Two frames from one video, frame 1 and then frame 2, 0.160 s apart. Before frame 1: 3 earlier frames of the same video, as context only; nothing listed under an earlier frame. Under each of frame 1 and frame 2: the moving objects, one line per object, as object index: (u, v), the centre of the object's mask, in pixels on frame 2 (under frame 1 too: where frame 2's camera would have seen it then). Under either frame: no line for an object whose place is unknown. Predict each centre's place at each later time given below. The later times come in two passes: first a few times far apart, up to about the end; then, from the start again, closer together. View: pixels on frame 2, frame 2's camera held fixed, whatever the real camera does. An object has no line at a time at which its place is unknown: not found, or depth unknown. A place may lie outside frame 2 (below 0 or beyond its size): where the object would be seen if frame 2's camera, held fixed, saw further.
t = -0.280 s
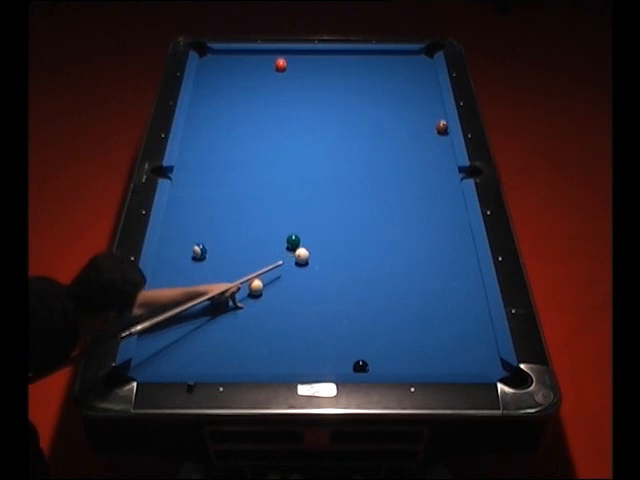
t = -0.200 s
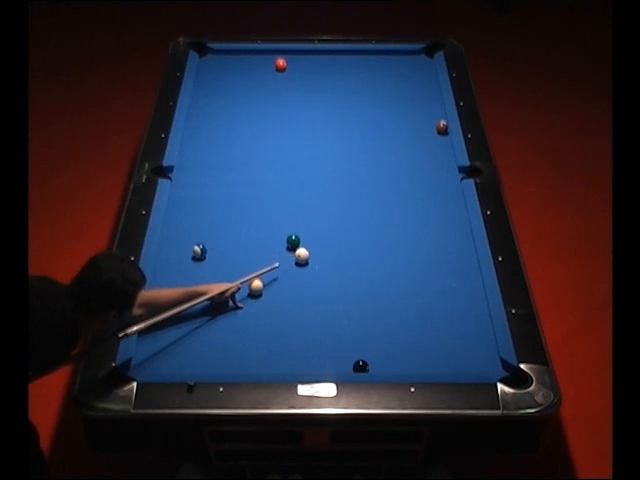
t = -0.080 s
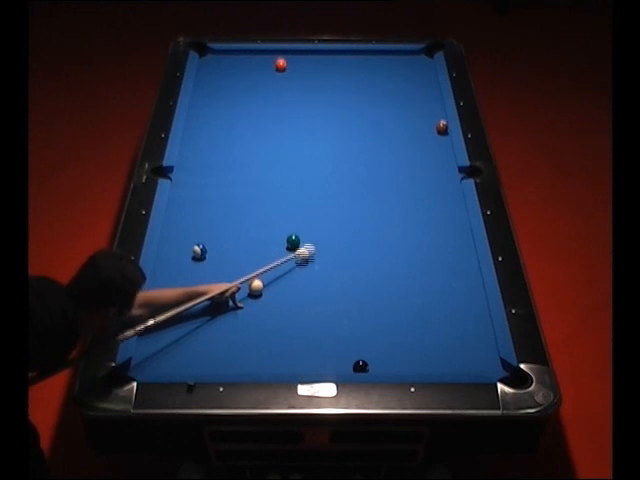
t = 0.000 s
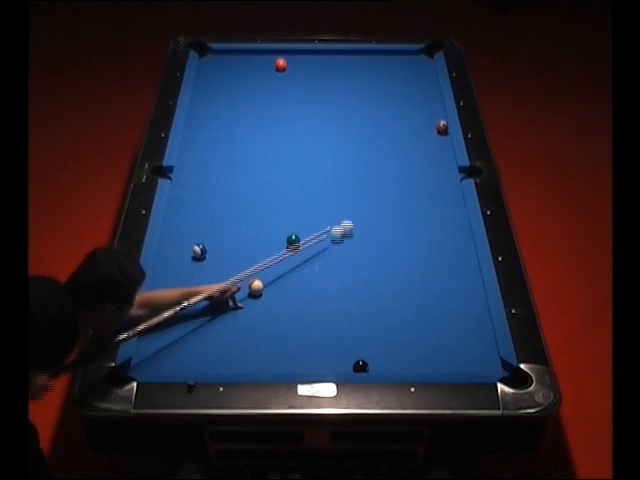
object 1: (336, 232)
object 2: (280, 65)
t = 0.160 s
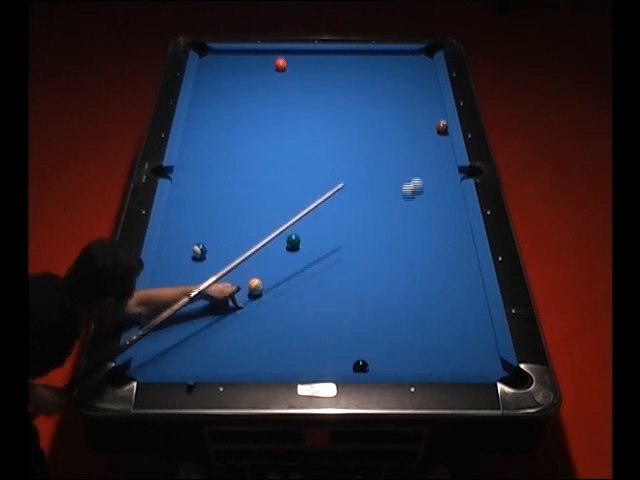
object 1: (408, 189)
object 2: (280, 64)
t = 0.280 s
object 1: (440, 157)
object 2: (280, 64)
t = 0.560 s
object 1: (356, 114)
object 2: (280, 65)
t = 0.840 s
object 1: (304, 78)
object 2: (280, 65)
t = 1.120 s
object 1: (294, 58)
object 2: (247, 54)
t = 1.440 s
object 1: (286, 57)
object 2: (213, 59)
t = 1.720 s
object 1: (275, 64)
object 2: (210, 67)
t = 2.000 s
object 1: (263, 71)
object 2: (224, 74)
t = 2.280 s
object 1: (254, 78)
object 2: (237, 80)
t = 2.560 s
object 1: (255, 80)
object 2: (239, 87)
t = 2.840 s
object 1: (258, 85)
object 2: (237, 95)
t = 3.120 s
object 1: (260, 88)
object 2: (236, 104)
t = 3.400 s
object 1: (262, 91)
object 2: (235, 112)
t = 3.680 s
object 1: (264, 94)
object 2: (234, 119)
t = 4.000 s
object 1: (265, 96)
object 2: (232, 127)
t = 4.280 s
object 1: (265, 97)
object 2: (230, 133)
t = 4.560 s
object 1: (265, 97)
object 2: (228, 138)
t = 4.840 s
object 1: (265, 97)
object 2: (226, 143)
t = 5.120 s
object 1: (265, 97)
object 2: (224, 147)
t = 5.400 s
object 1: (265, 97)
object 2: (222, 150)
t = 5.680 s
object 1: (265, 97)
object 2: (220, 152)
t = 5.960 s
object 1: (265, 97)
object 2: (219, 154)
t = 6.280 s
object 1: (265, 97)
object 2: (218, 155)
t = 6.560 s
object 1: (265, 97)
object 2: (218, 155)
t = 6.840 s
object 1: (265, 97)
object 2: (218, 155)
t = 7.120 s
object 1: (265, 97)
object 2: (218, 155)
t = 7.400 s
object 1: (265, 97)
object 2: (218, 155)
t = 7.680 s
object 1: (265, 97)
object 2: (218, 155)
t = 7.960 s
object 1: (265, 97)
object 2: (218, 155)
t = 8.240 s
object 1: (265, 97)
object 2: (218, 155)
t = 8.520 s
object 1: (265, 97)
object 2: (218, 155)
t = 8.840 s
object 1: (265, 97)
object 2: (218, 155)
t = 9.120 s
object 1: (265, 96)
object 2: (218, 155)
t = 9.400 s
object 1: (265, 96)
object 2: (218, 155)
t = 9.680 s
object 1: (265, 96)
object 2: (218, 155)
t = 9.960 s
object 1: (265, 96)
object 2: (218, 155)
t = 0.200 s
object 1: (424, 179)
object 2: (280, 64)
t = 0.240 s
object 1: (440, 169)
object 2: (280, 64)
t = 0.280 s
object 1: (440, 157)
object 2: (280, 64)
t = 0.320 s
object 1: (425, 151)
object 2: (280, 65)
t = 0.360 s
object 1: (411, 145)
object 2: (280, 64)
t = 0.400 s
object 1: (398, 139)
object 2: (280, 65)
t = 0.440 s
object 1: (387, 132)
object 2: (280, 65)
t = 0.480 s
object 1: (376, 127)
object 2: (280, 65)
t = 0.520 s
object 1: (366, 120)
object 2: (280, 65)
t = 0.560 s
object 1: (356, 114)
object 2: (280, 65)
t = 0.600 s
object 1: (348, 109)
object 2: (280, 65)
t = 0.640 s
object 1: (339, 103)
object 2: (280, 65)
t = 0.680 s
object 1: (333, 98)
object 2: (280, 65)
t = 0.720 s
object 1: (326, 93)
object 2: (280, 64)
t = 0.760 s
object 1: (318, 87)
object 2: (280, 65)
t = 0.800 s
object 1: (311, 83)
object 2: (280, 65)
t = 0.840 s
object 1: (304, 78)
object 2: (280, 65)
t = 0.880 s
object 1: (297, 73)
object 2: (280, 65)
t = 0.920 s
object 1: (293, 69)
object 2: (280, 65)
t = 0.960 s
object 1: (290, 66)
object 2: (278, 64)
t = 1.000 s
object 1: (292, 64)
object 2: (269, 61)
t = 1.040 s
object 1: (293, 62)
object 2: (261, 58)
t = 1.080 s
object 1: (294, 60)
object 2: (254, 56)
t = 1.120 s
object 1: (294, 58)
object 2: (247, 54)
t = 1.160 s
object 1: (294, 56)
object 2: (242, 53)
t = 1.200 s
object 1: (294, 54)
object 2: (238, 53)
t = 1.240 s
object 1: (294, 52)
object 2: (233, 54)
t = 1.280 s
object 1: (293, 53)
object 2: (230, 55)
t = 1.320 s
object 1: (291, 54)
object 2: (225, 56)
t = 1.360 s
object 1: (289, 55)
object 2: (221, 57)
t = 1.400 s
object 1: (288, 56)
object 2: (217, 59)
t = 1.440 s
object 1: (286, 57)
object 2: (213, 59)
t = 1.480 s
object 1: (285, 58)
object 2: (209, 60)
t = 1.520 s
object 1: (282, 59)
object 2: (205, 62)
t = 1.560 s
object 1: (281, 60)
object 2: (203, 63)
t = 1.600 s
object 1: (279, 61)
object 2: (205, 64)
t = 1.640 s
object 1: (278, 62)
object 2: (206, 64)
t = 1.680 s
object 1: (276, 63)
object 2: (208, 66)
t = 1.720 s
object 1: (275, 64)
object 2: (210, 67)
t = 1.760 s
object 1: (273, 65)
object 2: (212, 68)
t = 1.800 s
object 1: (271, 66)
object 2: (214, 69)
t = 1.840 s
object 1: (270, 68)
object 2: (216, 70)
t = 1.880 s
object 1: (268, 68)
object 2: (218, 71)
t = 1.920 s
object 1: (266, 69)
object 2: (220, 72)
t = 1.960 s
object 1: (265, 70)
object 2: (222, 73)
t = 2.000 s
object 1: (263, 71)
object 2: (224, 74)
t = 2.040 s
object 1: (262, 72)
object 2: (225, 75)
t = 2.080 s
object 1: (260, 73)
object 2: (228, 76)
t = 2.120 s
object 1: (259, 74)
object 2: (229, 77)
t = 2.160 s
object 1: (257, 75)
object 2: (231, 78)
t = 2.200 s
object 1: (256, 76)
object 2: (233, 78)
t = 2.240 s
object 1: (255, 77)
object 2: (235, 79)
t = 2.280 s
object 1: (254, 78)
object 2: (237, 80)
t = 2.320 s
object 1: (252, 79)
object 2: (239, 81)
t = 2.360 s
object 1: (252, 78)
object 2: (240, 81)
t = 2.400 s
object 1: (253, 78)
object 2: (240, 81)
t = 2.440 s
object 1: (253, 78)
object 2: (240, 83)
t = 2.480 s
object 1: (254, 79)
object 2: (240, 84)
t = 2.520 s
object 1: (254, 80)
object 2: (240, 85)
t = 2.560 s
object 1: (255, 80)
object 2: (239, 87)
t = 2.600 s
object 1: (255, 81)
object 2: (239, 88)
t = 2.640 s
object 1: (256, 82)
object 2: (238, 89)
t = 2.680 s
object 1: (256, 82)
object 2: (238, 90)
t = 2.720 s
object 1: (257, 83)
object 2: (238, 92)
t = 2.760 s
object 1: (257, 83)
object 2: (238, 93)
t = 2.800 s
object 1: (257, 84)
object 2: (237, 94)
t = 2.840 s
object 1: (258, 85)
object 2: (237, 95)
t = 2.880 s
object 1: (258, 85)
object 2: (237, 96)
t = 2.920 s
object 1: (258, 86)
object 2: (237, 98)
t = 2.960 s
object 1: (259, 86)
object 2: (237, 100)
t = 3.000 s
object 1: (259, 87)
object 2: (237, 101)
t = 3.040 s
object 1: (260, 87)
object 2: (237, 102)
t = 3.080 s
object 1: (260, 88)
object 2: (237, 103)
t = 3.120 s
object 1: (260, 88)
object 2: (236, 104)
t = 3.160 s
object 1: (261, 89)
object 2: (236, 105)
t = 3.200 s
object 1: (261, 89)
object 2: (236, 106)
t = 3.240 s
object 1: (261, 90)
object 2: (236, 108)
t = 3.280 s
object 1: (261, 90)
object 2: (236, 109)
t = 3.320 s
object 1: (262, 90)
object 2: (236, 110)
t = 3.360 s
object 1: (262, 91)
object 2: (235, 111)
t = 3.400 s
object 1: (262, 91)
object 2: (235, 112)
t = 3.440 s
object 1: (262, 92)
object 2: (235, 113)
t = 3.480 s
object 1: (263, 92)
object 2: (235, 114)
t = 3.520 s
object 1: (263, 92)
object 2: (235, 115)
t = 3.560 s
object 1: (263, 93)
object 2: (235, 116)
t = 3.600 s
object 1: (263, 93)
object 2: (234, 117)
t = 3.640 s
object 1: (263, 93)
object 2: (234, 118)
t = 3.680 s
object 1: (264, 94)
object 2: (234, 119)
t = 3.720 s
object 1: (264, 94)
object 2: (234, 121)
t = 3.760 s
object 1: (264, 94)
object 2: (233, 121)
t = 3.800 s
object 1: (264, 95)
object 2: (233, 122)
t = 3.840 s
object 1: (264, 95)
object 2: (233, 123)
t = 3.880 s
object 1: (265, 95)
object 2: (233, 124)
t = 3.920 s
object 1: (265, 95)
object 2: (232, 125)
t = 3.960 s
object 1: (265, 95)
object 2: (232, 126)
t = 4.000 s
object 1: (265, 96)
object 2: (232, 127)
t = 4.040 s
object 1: (265, 96)
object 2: (231, 128)
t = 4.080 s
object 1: (265, 96)
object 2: (231, 128)
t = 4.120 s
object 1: (265, 96)
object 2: (231, 130)
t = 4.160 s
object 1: (265, 96)
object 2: (231, 130)
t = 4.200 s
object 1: (265, 97)
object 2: (230, 131)
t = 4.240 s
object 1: (265, 97)
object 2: (230, 132)
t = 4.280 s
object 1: (265, 97)
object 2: (230, 133)
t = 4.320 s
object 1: (265, 97)
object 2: (230, 134)
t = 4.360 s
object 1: (265, 97)
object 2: (229, 135)
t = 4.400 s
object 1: (265, 97)
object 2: (229, 136)
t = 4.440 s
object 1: (265, 97)
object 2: (229, 136)
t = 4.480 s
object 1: (265, 97)
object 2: (228, 137)
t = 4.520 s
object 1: (265, 97)
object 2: (228, 138)
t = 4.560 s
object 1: (265, 97)
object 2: (228, 138)
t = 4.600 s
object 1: (265, 97)
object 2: (227, 139)
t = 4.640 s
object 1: (265, 97)
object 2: (227, 139)
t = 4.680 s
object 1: (265, 97)
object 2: (227, 140)
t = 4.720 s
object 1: (265, 97)
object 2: (227, 141)
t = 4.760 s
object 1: (265, 97)
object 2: (226, 142)
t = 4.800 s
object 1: (265, 97)
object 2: (226, 142)
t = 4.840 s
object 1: (265, 97)
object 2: (226, 143)
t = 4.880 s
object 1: (265, 97)
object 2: (225, 144)
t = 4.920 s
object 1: (265, 97)
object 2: (225, 144)
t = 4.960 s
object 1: (265, 97)
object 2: (225, 144)
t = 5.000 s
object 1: (265, 97)
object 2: (225, 145)
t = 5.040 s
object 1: (265, 97)
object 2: (225, 146)
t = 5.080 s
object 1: (265, 97)
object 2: (224, 147)
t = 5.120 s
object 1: (265, 97)
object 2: (224, 147)
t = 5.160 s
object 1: (265, 97)
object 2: (224, 147)
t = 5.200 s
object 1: (265, 97)
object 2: (224, 148)
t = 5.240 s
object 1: (265, 97)
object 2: (223, 148)
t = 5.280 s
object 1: (265, 97)
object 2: (223, 149)
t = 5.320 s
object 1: (265, 97)
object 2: (222, 150)
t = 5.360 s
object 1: (265, 97)
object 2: (222, 150)
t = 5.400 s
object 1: (265, 97)
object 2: (222, 150)
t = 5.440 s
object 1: (265, 97)
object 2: (222, 150)
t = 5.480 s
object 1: (265, 97)
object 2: (222, 151)
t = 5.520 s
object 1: (265, 97)
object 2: (221, 151)
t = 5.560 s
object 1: (265, 97)
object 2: (221, 151)
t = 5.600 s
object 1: (265, 97)
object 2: (221, 151)
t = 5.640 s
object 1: (265, 97)
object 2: (220, 152)
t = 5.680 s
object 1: (265, 97)
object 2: (220, 152)
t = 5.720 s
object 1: (265, 97)
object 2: (220, 152)
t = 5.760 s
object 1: (265, 97)
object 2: (220, 153)
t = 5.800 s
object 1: (265, 97)
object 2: (220, 153)
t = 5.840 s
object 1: (265, 97)
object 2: (220, 153)
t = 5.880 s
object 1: (265, 97)
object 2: (219, 153)
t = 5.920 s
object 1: (265, 97)
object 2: (219, 154)
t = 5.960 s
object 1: (265, 97)
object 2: (219, 154)
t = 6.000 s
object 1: (265, 97)
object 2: (219, 154)
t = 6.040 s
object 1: (265, 97)
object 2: (219, 154)
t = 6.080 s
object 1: (265, 97)
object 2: (218, 154)
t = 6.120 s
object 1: (265, 97)
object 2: (218, 154)
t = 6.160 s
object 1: (265, 97)
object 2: (218, 155)
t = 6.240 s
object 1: (265, 97)
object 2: (218, 155)
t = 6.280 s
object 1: (265, 97)
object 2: (218, 155)
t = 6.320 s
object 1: (265, 97)
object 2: (218, 155)
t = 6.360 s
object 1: (265, 97)
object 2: (218, 155)
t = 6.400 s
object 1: (265, 97)
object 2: (218, 155)
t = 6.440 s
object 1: (265, 97)
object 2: (218, 155)
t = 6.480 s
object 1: (265, 97)
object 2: (218, 155)
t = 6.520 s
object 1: (265, 97)
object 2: (218, 155)
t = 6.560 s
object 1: (265, 97)
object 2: (218, 155)
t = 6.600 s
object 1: (265, 97)
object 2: (218, 155)
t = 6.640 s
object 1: (265, 97)
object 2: (218, 155)
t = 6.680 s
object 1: (265, 97)
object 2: (218, 155)
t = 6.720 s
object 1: (265, 97)
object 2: (218, 155)
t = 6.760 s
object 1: (265, 97)
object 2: (218, 155)
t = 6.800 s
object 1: (265, 97)
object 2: (218, 155)
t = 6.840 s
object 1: (265, 97)
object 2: (218, 155)
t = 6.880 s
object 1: (265, 97)
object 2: (218, 155)
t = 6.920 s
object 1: (265, 97)
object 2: (218, 155)
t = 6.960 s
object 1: (265, 97)
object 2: (218, 155)
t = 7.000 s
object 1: (265, 97)
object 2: (218, 155)
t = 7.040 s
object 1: (265, 97)
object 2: (218, 155)
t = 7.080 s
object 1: (265, 97)
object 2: (218, 155)
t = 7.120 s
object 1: (265, 97)
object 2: (218, 155)
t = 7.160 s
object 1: (265, 97)
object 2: (218, 155)
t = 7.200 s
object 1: (265, 97)
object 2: (218, 155)
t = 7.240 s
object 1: (265, 97)
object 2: (218, 155)
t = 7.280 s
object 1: (265, 97)
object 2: (218, 155)
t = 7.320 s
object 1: (265, 97)
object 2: (218, 155)
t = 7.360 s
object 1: (265, 97)
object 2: (218, 155)
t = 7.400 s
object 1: (265, 97)
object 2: (218, 155)
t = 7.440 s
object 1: (265, 97)
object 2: (218, 155)
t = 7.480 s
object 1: (265, 97)
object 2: (218, 155)
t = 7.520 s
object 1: (265, 97)
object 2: (218, 155)
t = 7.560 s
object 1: (265, 97)
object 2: (218, 155)
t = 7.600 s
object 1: (265, 97)
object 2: (218, 155)
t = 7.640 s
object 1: (265, 97)
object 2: (218, 155)
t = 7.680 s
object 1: (265, 97)
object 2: (218, 155)
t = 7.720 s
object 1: (265, 97)
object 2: (218, 155)
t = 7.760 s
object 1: (265, 97)
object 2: (218, 155)
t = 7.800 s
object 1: (265, 97)
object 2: (218, 155)
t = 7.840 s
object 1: (265, 97)
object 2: (218, 155)
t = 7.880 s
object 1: (265, 97)
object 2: (218, 155)
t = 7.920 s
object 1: (265, 97)
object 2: (218, 155)
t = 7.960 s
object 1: (265, 97)
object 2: (218, 155)
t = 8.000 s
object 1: (265, 97)
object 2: (218, 155)
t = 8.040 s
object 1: (265, 97)
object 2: (218, 155)
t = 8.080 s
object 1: (265, 97)
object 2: (218, 155)
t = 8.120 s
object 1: (265, 97)
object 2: (218, 155)
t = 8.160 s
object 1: (265, 97)
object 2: (218, 155)
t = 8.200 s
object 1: (265, 97)
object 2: (218, 155)
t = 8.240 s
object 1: (265, 97)
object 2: (218, 155)
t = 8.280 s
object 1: (265, 97)
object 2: (218, 155)
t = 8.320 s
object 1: (265, 97)
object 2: (218, 155)
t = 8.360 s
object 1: (265, 97)
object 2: (218, 155)
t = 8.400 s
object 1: (265, 97)
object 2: (218, 155)
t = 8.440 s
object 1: (265, 97)
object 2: (218, 155)
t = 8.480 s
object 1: (265, 97)
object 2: (218, 155)
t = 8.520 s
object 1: (265, 97)
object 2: (218, 155)
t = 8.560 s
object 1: (265, 97)
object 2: (218, 155)
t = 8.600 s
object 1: (265, 97)
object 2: (218, 155)
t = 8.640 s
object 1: (265, 97)
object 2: (218, 155)
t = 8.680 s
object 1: (265, 97)
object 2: (218, 155)
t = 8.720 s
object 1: (265, 97)
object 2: (218, 155)
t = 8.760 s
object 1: (265, 97)
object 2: (218, 155)
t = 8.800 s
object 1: (265, 97)
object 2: (218, 155)
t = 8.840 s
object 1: (265, 97)
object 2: (218, 155)
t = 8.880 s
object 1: (265, 96)
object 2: (218, 155)
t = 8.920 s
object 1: (265, 96)
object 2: (218, 155)
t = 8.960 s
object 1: (265, 96)
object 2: (218, 155)
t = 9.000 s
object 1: (265, 96)
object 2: (218, 155)
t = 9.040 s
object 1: (265, 96)
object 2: (218, 155)
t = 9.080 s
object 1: (265, 96)
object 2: (218, 155)
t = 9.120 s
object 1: (265, 96)
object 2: (218, 155)
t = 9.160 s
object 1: (265, 96)
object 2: (218, 155)
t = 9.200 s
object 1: (265, 96)
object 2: (218, 155)
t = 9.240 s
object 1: (265, 96)
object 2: (218, 155)
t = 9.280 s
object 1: (265, 96)
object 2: (218, 155)
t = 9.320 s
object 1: (265, 96)
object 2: (218, 155)
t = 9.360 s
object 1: (265, 96)
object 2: (218, 155)
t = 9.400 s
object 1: (265, 96)
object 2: (218, 155)
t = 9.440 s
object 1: (265, 96)
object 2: (218, 155)
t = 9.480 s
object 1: (265, 96)
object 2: (218, 155)
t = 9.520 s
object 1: (265, 96)
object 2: (218, 155)
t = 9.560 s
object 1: (265, 96)
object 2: (218, 155)
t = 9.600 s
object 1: (265, 96)
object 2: (218, 155)
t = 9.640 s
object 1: (265, 96)
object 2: (218, 155)
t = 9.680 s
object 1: (265, 96)
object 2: (218, 155)
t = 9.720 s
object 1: (265, 96)
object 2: (218, 155)
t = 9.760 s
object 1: (265, 96)
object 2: (218, 155)
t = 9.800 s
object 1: (265, 96)
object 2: (218, 155)
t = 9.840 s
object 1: (265, 96)
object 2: (218, 155)
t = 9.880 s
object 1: (265, 96)
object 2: (218, 155)
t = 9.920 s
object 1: (265, 96)
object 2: (218, 155)
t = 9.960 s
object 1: (265, 96)
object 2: (218, 155)
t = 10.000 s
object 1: (265, 96)
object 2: (218, 155)
